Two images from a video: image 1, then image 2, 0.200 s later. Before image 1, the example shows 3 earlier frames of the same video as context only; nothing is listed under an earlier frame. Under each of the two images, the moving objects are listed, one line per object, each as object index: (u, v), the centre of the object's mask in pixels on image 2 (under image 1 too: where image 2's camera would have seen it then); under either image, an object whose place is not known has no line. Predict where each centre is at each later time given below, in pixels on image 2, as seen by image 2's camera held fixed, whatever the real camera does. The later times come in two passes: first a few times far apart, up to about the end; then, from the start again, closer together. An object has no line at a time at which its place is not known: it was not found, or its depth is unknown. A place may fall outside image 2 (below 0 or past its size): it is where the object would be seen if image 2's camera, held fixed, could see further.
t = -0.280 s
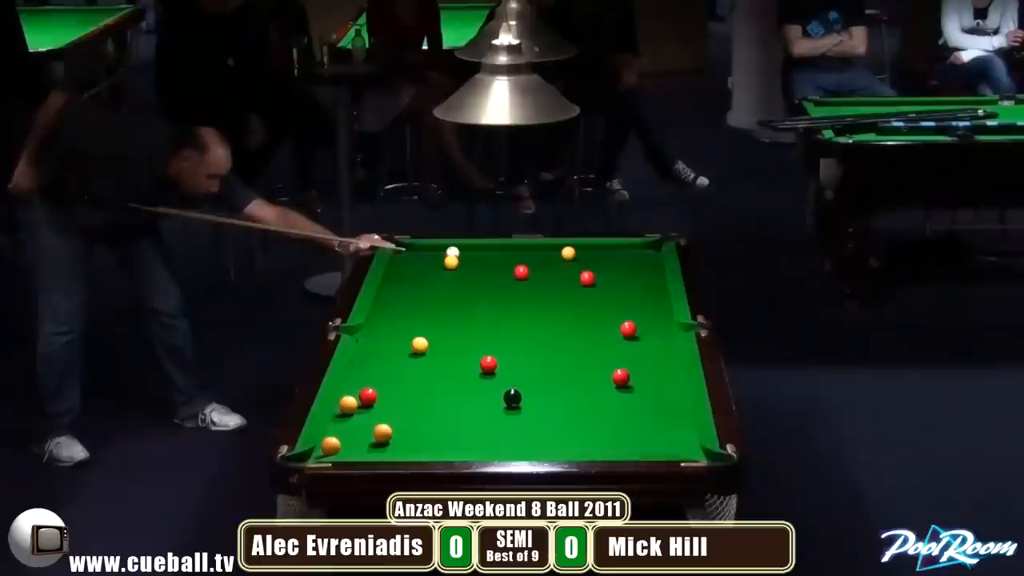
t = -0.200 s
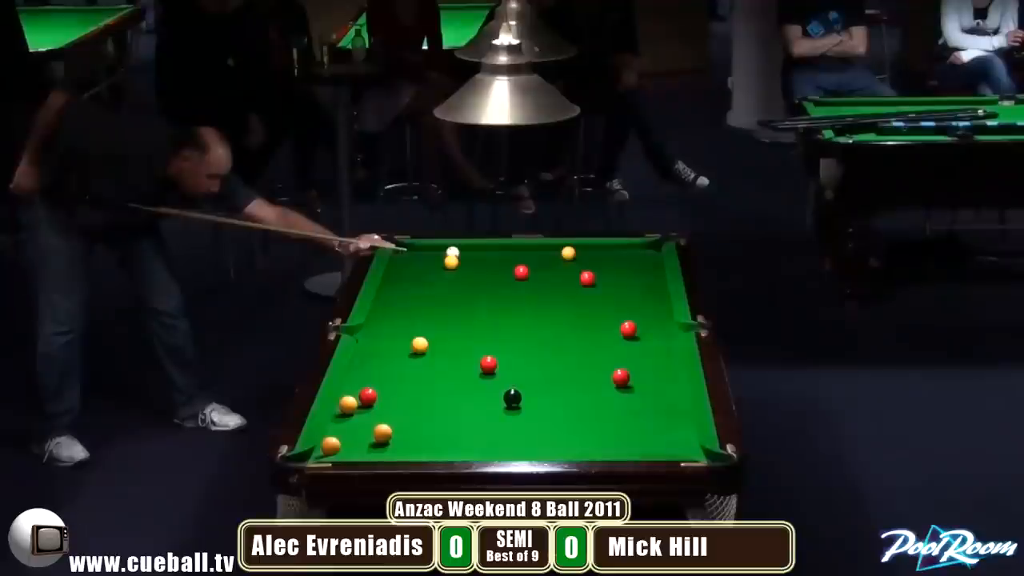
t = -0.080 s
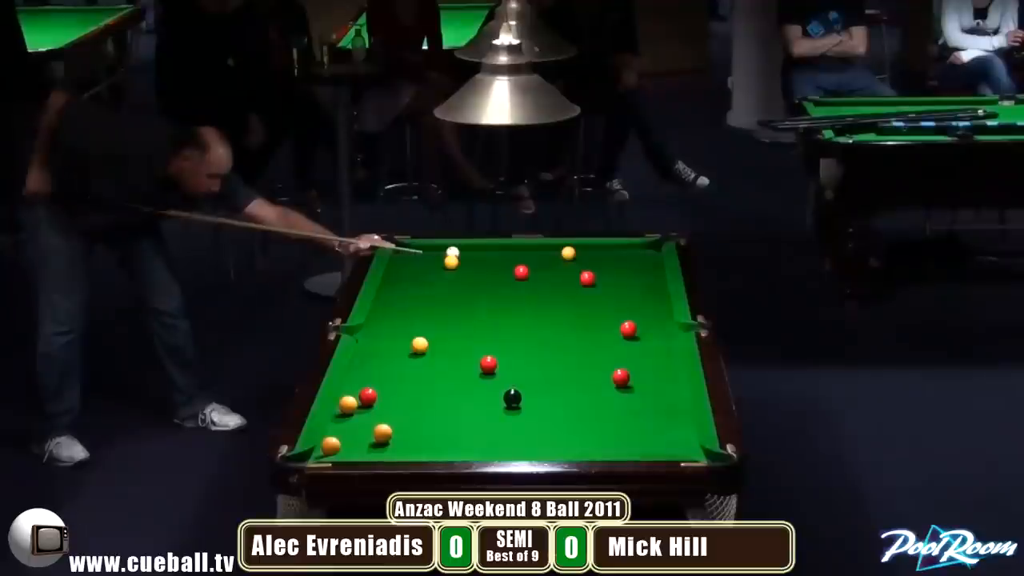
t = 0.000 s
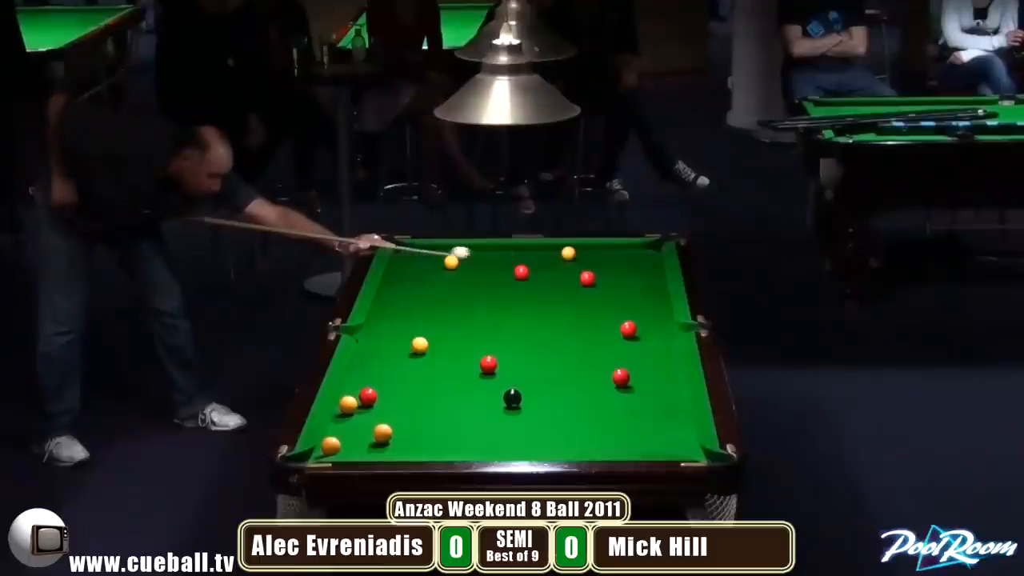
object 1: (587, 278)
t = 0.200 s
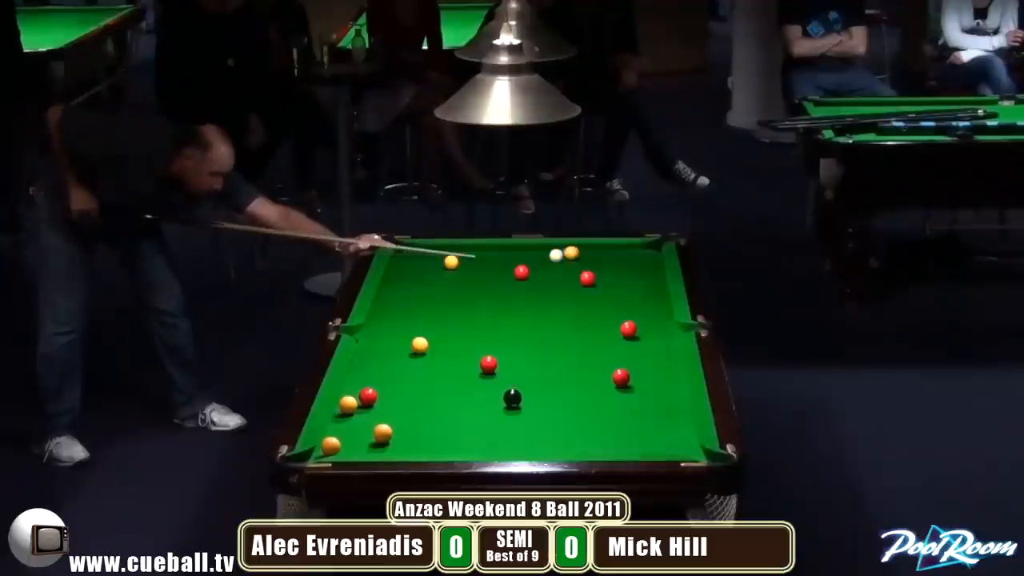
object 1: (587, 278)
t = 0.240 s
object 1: (587, 278)
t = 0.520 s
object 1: (587, 278)
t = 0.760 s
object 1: (587, 278)
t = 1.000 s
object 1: (589, 278)
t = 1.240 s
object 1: (595, 279)
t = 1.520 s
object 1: (599, 279)
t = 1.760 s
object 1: (601, 279)
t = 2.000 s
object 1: (601, 279)
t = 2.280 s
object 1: (601, 279)
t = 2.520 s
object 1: (601, 279)
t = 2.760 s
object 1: (601, 279)
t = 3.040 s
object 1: (601, 279)
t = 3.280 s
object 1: (601, 279)
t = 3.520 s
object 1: (601, 279)
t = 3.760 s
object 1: (601, 279)
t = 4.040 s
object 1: (601, 279)
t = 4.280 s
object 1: (601, 279)
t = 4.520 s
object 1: (601, 279)
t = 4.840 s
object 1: (598, 279)
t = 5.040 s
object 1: (601, 279)
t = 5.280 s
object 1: (601, 280)
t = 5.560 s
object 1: (601, 280)
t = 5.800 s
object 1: (601, 280)
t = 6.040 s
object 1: (601, 280)
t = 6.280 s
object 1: (601, 279)
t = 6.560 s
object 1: (601, 279)
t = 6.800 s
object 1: (601, 279)
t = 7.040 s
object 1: (601, 280)
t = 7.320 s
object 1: (601, 280)
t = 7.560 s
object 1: (601, 280)
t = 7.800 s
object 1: (601, 280)
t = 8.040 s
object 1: (601, 280)
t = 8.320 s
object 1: (601, 279)
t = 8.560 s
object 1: (601, 279)
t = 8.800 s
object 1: (601, 279)
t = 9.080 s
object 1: (601, 280)
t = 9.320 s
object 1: (601, 280)
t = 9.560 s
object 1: (601, 280)
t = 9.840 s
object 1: (601, 280)
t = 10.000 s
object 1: (601, 280)
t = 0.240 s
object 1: (587, 278)
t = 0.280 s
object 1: (587, 278)
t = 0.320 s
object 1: (587, 278)
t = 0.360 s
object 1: (587, 278)
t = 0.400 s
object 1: (587, 278)
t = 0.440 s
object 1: (587, 278)
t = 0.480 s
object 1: (587, 278)
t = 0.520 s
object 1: (587, 278)
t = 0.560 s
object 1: (587, 278)
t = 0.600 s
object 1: (587, 278)
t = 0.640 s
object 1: (587, 278)
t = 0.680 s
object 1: (587, 278)
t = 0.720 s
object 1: (587, 278)
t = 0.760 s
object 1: (587, 278)
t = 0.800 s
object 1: (587, 278)
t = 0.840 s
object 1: (587, 278)
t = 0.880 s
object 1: (587, 278)
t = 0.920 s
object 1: (587, 278)
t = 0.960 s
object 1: (589, 278)
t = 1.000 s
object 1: (589, 278)
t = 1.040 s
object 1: (591, 278)
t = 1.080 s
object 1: (591, 278)
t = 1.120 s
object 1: (593, 278)
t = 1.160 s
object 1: (593, 278)
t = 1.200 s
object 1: (594, 279)
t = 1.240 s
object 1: (595, 279)
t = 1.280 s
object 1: (596, 279)
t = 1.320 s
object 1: (596, 279)
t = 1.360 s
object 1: (597, 279)
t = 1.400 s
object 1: (597, 279)
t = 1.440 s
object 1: (598, 279)
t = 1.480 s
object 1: (599, 279)
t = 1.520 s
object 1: (599, 279)
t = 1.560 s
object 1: (599, 279)
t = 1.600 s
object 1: (600, 279)
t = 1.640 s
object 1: (600, 279)
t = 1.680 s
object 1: (600, 279)
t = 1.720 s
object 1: (600, 279)
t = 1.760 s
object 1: (601, 279)
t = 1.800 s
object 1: (601, 279)
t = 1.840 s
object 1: (601, 279)
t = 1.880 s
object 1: (601, 279)
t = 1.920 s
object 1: (601, 279)
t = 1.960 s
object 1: (601, 279)
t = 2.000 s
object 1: (601, 279)
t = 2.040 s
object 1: (601, 279)
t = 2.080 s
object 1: (601, 279)
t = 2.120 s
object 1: (601, 279)
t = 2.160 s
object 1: (601, 279)
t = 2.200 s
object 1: (601, 279)
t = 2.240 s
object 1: (601, 279)
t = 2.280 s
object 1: (601, 279)
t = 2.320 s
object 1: (601, 279)
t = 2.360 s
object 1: (601, 279)
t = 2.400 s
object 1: (601, 279)
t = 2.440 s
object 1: (601, 279)
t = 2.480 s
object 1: (601, 279)
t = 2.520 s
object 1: (601, 279)
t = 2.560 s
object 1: (601, 279)
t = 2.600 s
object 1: (601, 279)
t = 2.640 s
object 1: (601, 279)
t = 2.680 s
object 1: (601, 279)
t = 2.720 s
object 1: (601, 279)
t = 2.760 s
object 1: (601, 279)
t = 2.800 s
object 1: (601, 279)
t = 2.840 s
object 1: (601, 279)
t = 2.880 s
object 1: (601, 279)
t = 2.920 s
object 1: (601, 279)
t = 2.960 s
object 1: (601, 279)
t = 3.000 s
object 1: (601, 279)
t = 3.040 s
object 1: (601, 279)
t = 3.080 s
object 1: (601, 279)
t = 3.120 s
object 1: (601, 279)
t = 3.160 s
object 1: (601, 279)
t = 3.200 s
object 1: (601, 279)
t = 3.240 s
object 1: (601, 279)
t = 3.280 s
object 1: (601, 279)
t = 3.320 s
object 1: (601, 279)
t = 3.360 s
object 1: (601, 279)
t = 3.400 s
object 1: (601, 279)
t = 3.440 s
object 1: (601, 279)
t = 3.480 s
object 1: (601, 279)
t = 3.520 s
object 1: (601, 279)
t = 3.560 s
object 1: (601, 279)
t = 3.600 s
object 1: (601, 279)
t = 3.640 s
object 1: (601, 279)
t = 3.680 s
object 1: (601, 279)
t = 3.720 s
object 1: (601, 279)
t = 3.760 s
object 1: (601, 279)
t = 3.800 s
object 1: (601, 279)
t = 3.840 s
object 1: (601, 279)
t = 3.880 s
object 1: (601, 279)
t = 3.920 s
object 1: (601, 279)
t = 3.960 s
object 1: (601, 279)
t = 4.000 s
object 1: (601, 279)
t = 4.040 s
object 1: (601, 279)
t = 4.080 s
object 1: (601, 279)
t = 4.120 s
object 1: (601, 279)
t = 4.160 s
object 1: (601, 279)
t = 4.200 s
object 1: (601, 279)
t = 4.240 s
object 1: (601, 279)
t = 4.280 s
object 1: (601, 279)
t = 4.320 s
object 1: (601, 279)
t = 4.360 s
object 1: (601, 279)
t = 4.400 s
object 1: (601, 279)
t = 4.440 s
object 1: (601, 279)
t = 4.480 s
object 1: (601, 279)
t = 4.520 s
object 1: (601, 279)
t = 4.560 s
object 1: (601, 279)
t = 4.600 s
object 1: (604, 281)
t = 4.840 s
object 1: (598, 279)
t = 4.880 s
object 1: (601, 279)
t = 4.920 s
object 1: (601, 279)
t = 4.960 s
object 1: (601, 279)
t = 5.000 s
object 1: (601, 279)
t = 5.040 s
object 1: (601, 279)
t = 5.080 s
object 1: (601, 279)
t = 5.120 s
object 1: (601, 279)
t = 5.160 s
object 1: (601, 279)
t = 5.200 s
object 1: (601, 279)
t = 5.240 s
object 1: (601, 279)
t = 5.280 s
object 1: (601, 280)
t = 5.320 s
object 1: (601, 280)
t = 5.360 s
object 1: (601, 280)
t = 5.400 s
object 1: (601, 280)
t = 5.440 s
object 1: (601, 280)
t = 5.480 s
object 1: (601, 280)
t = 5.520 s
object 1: (601, 280)
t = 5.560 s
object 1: (601, 280)
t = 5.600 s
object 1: (601, 280)
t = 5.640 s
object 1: (601, 280)
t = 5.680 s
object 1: (601, 280)
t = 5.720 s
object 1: (601, 280)
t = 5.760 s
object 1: (601, 280)
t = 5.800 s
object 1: (601, 280)
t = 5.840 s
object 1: (601, 280)
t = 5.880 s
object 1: (601, 280)
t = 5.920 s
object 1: (601, 280)
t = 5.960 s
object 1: (601, 280)
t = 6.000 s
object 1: (601, 280)
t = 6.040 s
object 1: (601, 280)
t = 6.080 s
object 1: (601, 279)
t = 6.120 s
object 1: (601, 279)
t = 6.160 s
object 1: (601, 279)
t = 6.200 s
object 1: (601, 279)
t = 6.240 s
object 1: (601, 279)
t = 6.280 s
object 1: (601, 279)
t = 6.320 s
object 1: (601, 279)
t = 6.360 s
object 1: (601, 279)
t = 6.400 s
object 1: (601, 279)
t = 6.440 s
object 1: (601, 279)
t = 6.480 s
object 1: (601, 279)
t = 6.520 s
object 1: (601, 280)
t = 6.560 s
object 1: (601, 279)
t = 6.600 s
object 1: (601, 279)
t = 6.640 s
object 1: (601, 280)
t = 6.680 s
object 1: (601, 279)
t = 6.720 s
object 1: (601, 279)
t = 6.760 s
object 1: (601, 280)
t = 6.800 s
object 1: (601, 279)
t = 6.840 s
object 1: (601, 279)
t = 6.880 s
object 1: (601, 280)
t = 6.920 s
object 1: (601, 280)
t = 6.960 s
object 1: (601, 280)
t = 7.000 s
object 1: (601, 279)
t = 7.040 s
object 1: (601, 280)
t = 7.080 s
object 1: (601, 280)
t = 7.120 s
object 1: (601, 279)
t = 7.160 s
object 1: (601, 279)
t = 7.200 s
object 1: (601, 280)
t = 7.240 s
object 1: (601, 279)
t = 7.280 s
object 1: (601, 279)
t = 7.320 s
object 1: (601, 280)
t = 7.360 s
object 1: (601, 279)
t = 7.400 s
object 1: (601, 279)
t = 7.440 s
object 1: (601, 280)
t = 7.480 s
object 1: (601, 280)
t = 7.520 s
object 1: (601, 279)
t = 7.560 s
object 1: (601, 280)
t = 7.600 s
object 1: (601, 280)
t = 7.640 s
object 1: (601, 280)
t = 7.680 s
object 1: (601, 280)
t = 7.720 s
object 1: (601, 280)
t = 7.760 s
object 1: (601, 280)
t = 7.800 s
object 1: (601, 280)
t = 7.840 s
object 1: (601, 280)
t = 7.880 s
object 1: (601, 279)
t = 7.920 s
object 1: (601, 279)
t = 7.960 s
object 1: (601, 280)
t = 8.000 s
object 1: (601, 280)
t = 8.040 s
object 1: (601, 280)
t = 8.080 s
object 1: (601, 280)
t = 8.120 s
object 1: (601, 280)
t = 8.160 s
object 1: (601, 280)
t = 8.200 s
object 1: (601, 279)
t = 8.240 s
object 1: (601, 279)
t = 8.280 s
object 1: (601, 280)
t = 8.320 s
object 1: (601, 279)
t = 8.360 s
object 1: (601, 279)
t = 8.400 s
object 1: (601, 280)
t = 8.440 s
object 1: (601, 279)
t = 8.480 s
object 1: (601, 280)
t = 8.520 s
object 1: (601, 280)
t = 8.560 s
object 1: (601, 279)
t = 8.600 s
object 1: (601, 280)
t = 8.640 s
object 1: (601, 280)
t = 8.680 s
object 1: (601, 280)
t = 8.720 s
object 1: (601, 280)
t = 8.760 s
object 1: (601, 280)
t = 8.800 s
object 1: (601, 279)
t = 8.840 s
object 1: (601, 280)
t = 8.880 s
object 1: (601, 280)
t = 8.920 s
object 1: (601, 280)
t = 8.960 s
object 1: (601, 280)
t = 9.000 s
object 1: (601, 280)
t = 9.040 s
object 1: (601, 280)
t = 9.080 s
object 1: (601, 280)
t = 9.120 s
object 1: (601, 280)
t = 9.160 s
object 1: (601, 280)
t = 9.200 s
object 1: (601, 280)
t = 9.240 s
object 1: (601, 280)
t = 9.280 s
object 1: (601, 280)
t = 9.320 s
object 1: (601, 280)
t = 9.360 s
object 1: (601, 280)
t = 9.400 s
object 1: (601, 280)
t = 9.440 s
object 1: (601, 280)
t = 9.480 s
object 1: (601, 280)
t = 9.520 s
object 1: (601, 280)
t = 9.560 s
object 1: (601, 280)
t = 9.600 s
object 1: (601, 280)
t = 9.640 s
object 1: (601, 280)
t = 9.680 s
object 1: (601, 280)
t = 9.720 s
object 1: (601, 280)
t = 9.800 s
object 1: (601, 280)
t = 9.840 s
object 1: (601, 280)
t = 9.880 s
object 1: (601, 280)
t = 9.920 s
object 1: (601, 280)
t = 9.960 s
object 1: (601, 280)
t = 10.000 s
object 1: (601, 280)
